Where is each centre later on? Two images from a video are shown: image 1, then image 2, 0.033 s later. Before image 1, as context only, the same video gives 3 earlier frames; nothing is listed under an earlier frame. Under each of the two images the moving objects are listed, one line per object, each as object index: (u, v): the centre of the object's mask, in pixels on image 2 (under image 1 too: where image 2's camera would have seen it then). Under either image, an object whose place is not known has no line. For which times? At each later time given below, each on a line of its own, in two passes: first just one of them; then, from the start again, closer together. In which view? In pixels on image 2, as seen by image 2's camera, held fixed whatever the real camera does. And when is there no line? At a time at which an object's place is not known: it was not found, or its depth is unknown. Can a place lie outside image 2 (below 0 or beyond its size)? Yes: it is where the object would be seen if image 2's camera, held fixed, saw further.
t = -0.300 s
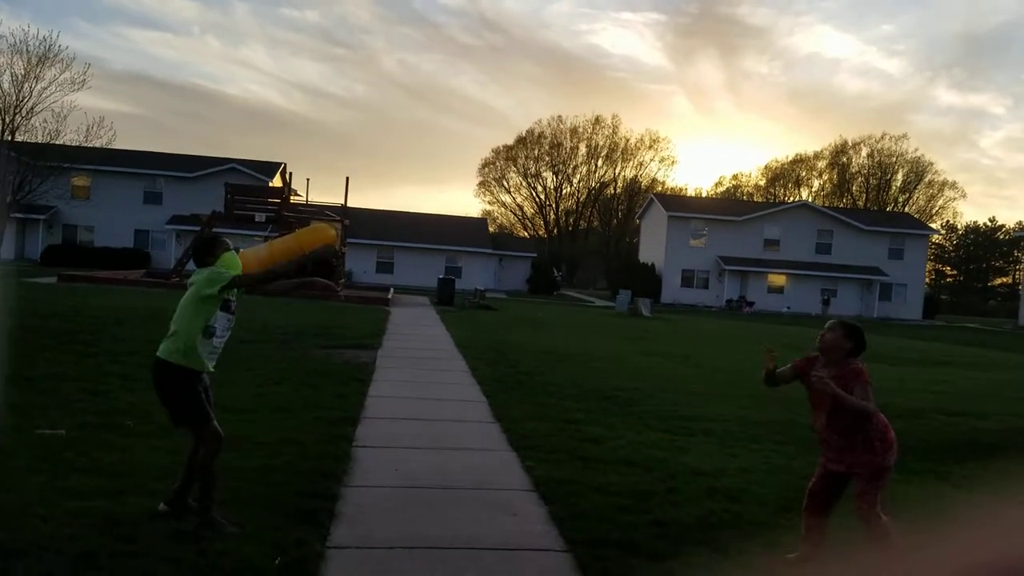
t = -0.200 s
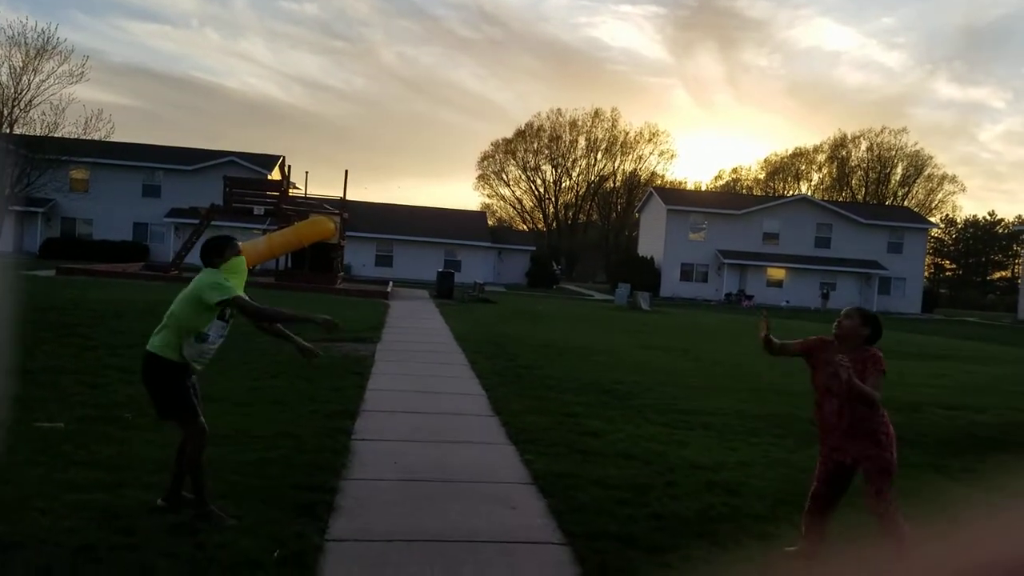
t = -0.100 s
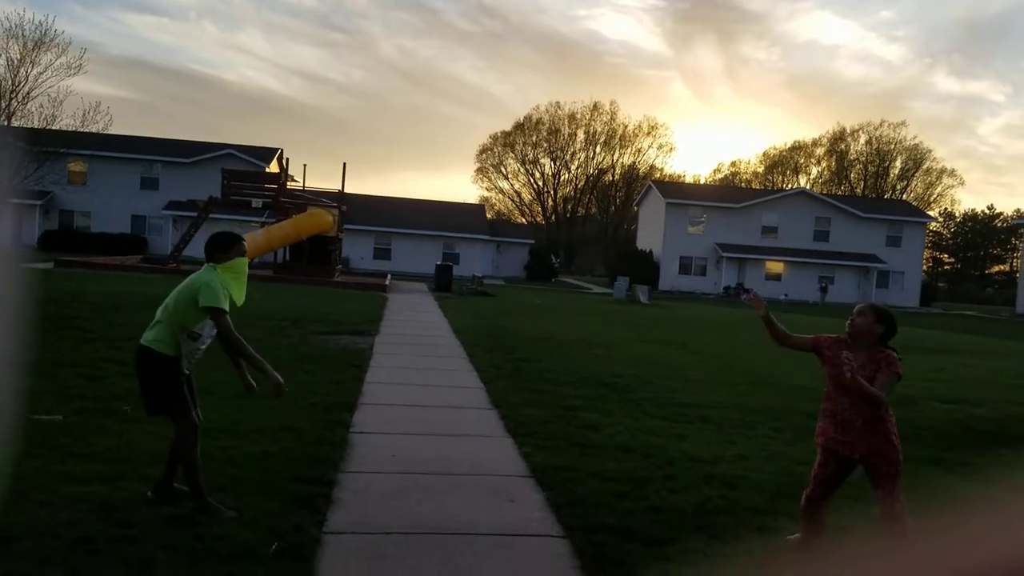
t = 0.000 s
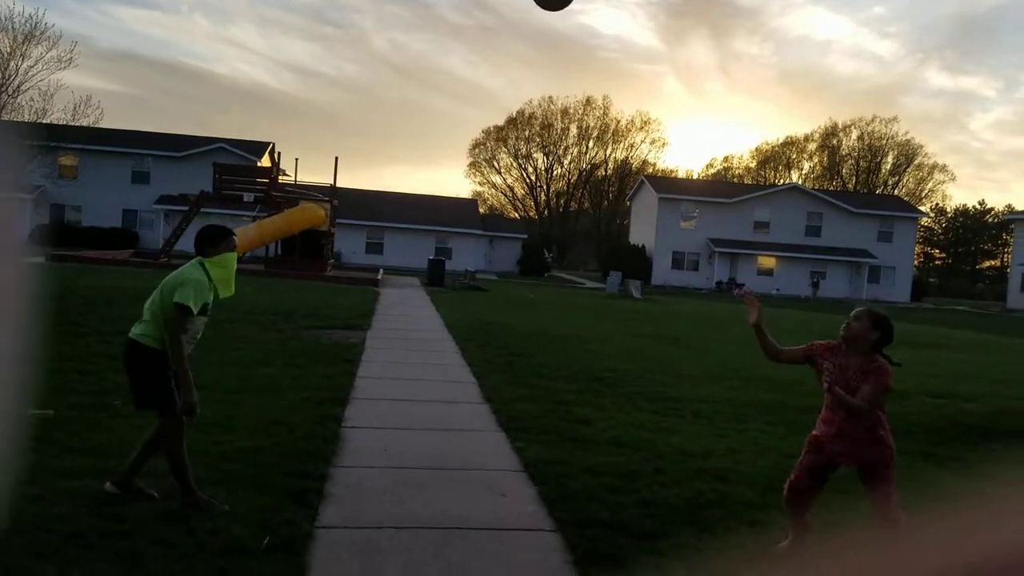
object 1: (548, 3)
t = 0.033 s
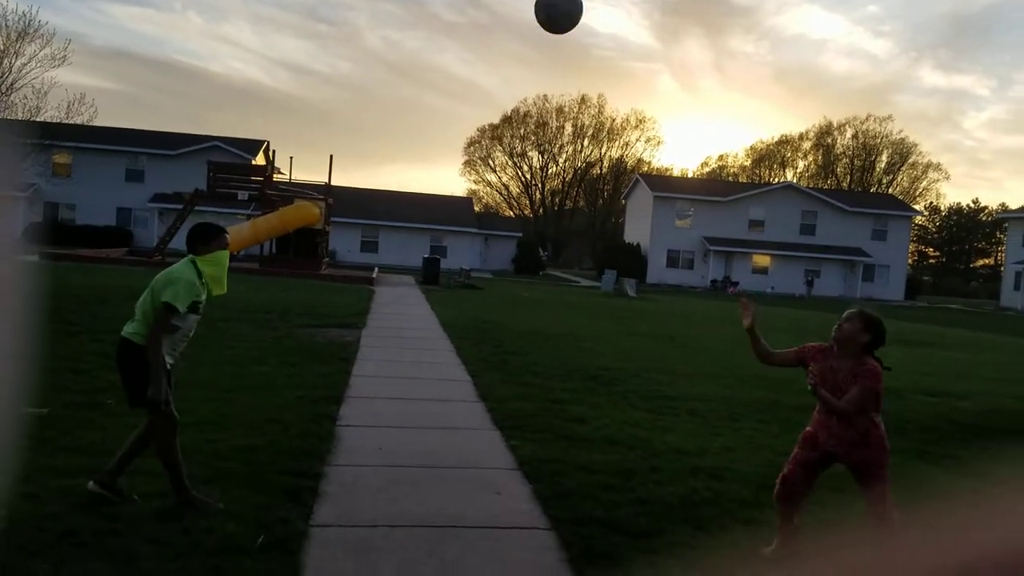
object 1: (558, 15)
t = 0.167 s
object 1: (597, 130)
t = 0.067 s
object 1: (568, 36)
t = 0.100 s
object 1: (578, 65)
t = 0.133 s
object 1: (588, 96)
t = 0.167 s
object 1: (597, 130)
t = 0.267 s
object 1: (624, 243)
